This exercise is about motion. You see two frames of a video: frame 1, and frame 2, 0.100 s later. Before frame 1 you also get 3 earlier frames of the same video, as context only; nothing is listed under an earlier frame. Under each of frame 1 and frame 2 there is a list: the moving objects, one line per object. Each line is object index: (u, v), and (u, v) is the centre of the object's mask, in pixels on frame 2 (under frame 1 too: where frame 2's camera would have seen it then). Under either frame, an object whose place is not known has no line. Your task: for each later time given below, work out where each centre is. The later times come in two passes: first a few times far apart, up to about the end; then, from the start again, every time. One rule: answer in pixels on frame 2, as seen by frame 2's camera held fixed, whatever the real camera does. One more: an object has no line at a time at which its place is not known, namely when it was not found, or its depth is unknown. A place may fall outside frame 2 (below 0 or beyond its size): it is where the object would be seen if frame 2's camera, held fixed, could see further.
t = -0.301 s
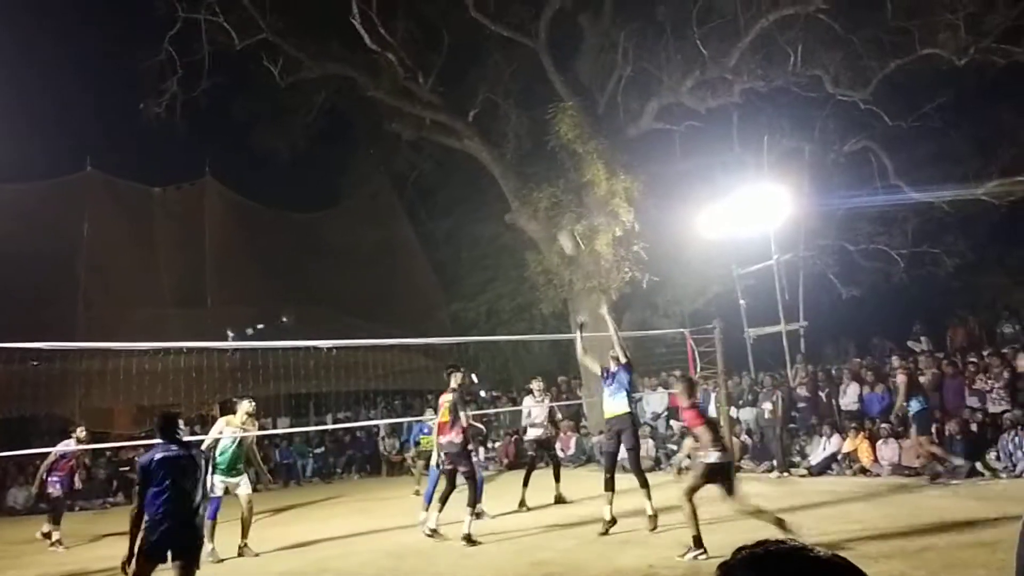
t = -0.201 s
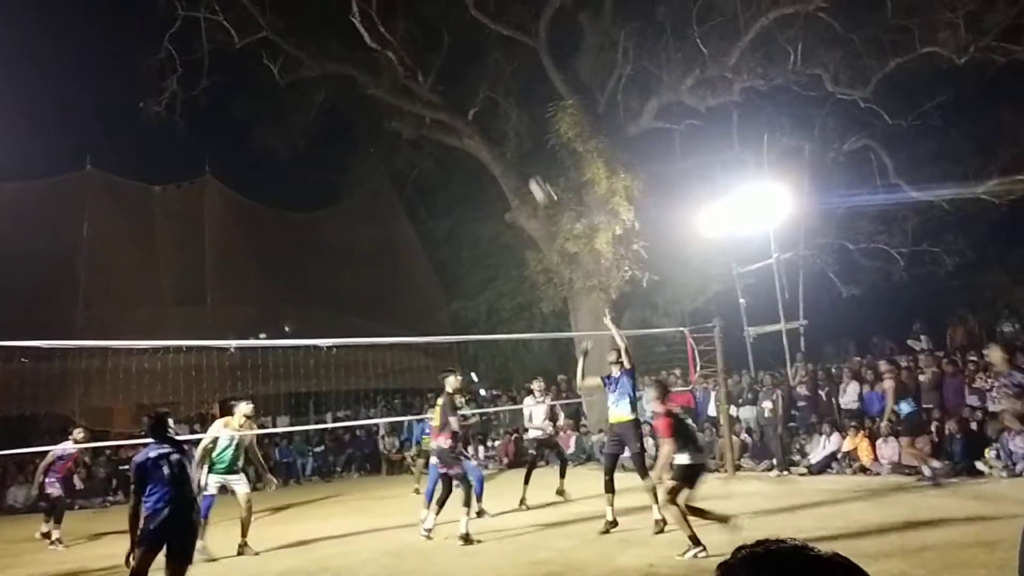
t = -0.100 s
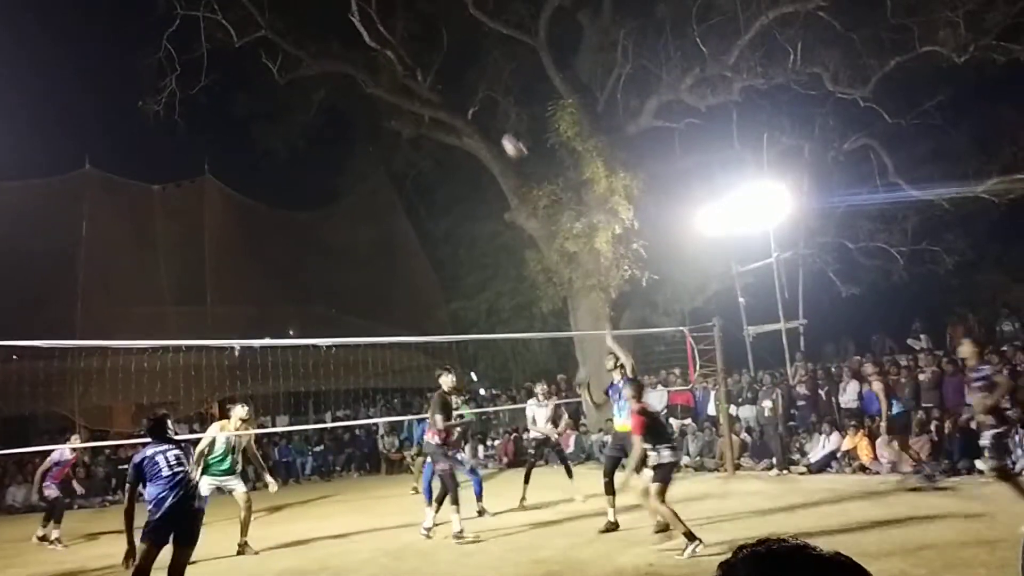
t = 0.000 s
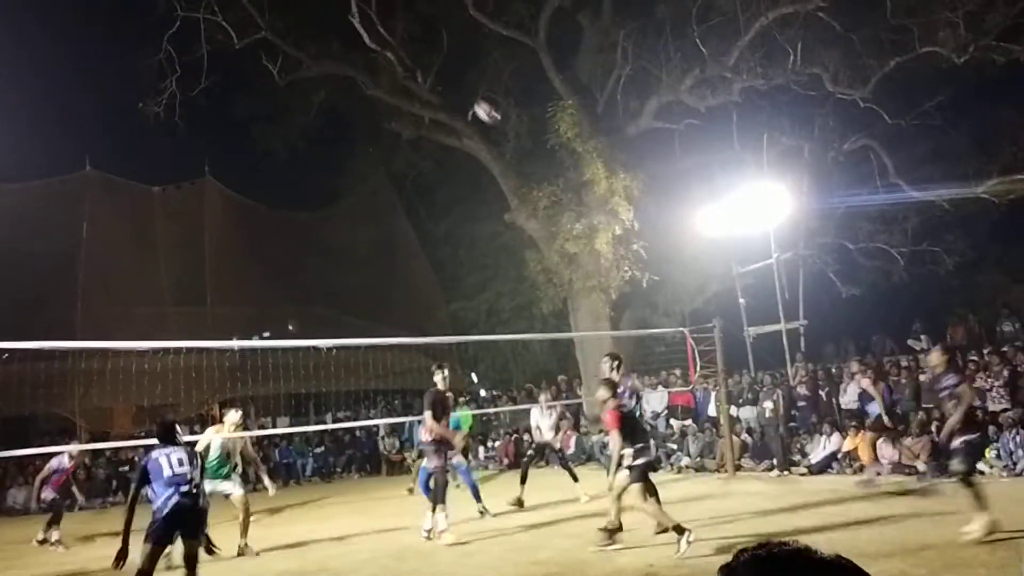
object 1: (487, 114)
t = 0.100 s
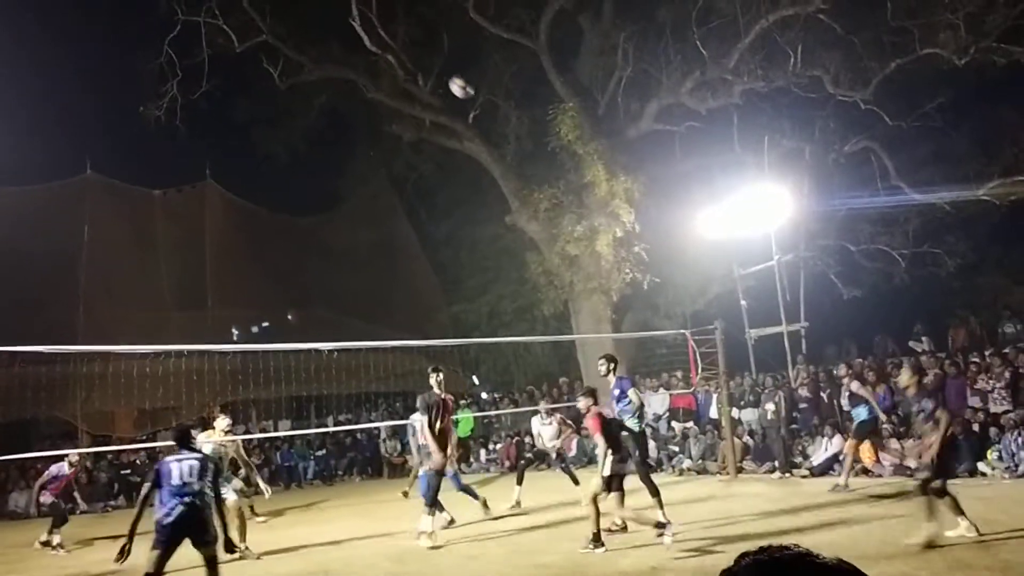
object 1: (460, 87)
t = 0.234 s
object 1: (426, 64)
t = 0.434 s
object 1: (374, 55)
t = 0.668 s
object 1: (315, 93)
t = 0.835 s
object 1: (272, 154)
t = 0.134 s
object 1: (452, 80)
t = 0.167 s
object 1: (443, 73)
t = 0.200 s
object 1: (434, 68)
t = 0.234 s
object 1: (426, 64)
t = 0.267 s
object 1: (417, 60)
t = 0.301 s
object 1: (408, 56)
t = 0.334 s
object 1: (401, 54)
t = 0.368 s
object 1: (392, 54)
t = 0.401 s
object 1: (383, 53)
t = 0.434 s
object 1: (374, 55)
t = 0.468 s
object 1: (366, 57)
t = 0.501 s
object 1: (358, 60)
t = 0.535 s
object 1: (349, 64)
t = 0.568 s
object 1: (340, 70)
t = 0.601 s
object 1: (332, 76)
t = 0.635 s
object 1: (323, 84)
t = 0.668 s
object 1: (315, 93)
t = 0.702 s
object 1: (306, 103)
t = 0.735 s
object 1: (298, 114)
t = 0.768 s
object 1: (289, 126)
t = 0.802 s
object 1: (281, 140)
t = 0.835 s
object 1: (272, 154)
